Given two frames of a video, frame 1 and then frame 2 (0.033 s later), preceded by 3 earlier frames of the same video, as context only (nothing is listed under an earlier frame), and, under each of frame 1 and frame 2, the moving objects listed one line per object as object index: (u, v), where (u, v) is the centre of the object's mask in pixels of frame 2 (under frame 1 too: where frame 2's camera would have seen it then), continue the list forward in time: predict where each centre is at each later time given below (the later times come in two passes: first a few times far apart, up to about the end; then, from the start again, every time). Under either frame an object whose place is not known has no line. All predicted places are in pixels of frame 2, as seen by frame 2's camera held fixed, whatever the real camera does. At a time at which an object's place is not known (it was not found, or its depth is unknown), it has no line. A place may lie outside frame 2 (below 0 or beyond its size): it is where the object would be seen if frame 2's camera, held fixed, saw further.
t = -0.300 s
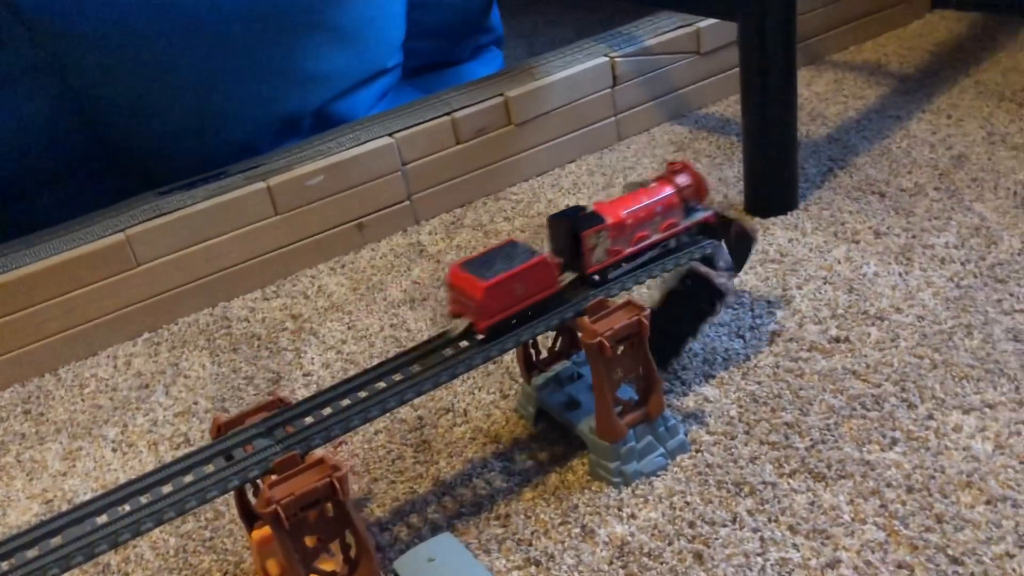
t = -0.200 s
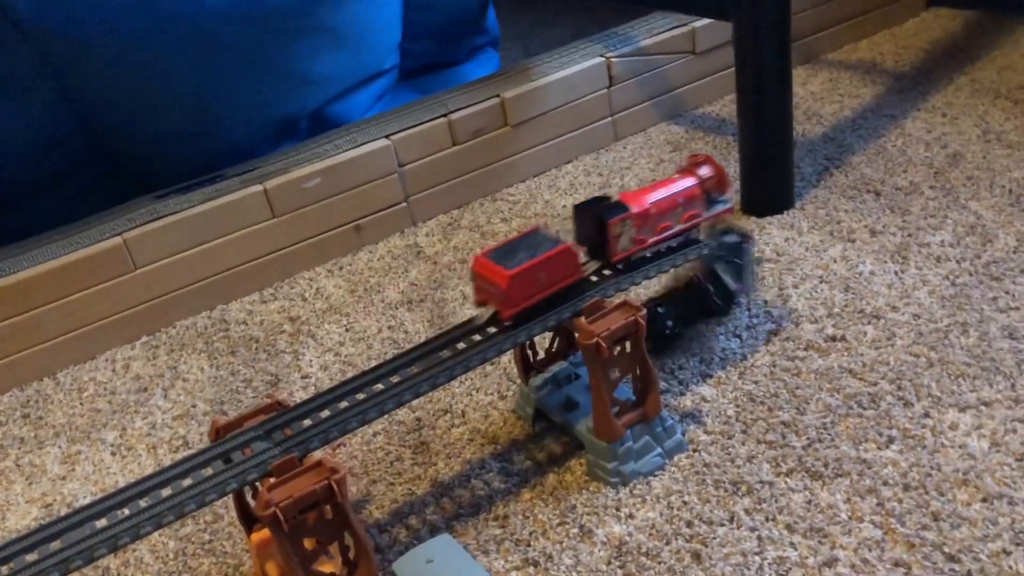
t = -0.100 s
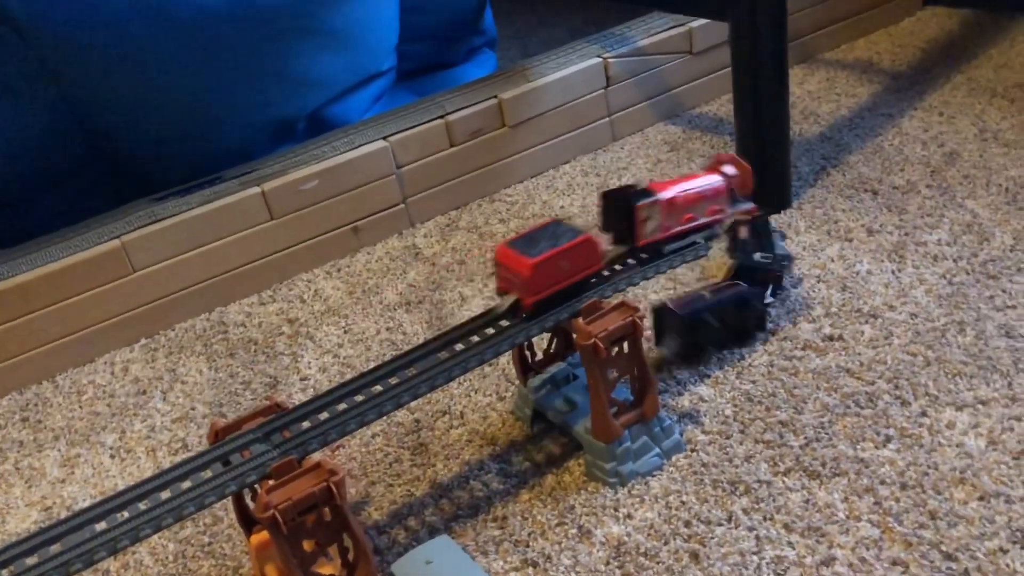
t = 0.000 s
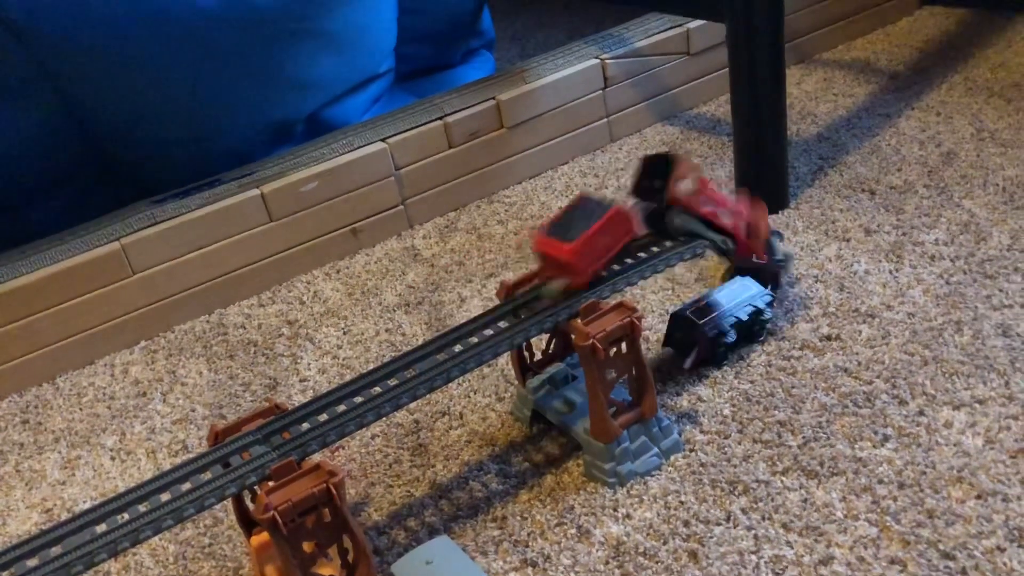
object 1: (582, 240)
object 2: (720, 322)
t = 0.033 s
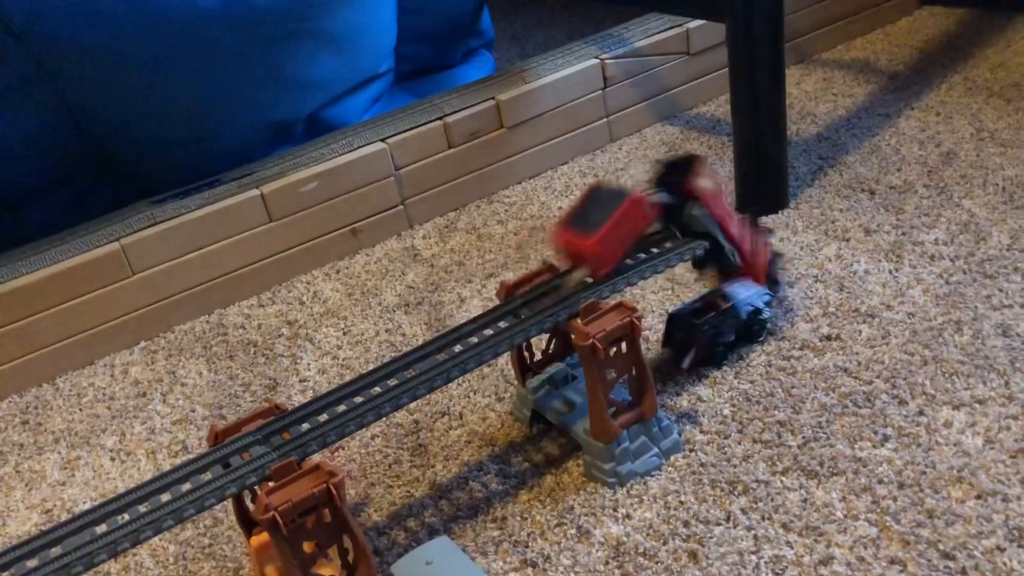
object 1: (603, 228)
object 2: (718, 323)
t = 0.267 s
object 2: (717, 323)
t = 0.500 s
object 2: (713, 323)
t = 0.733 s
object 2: (713, 323)
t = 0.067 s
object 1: (628, 216)
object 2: (707, 332)
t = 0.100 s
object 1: (650, 205)
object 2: (709, 328)
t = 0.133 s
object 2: (708, 329)
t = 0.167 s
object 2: (704, 330)
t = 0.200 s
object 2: (711, 326)
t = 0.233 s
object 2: (715, 325)
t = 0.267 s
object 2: (717, 323)
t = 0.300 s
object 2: (719, 322)
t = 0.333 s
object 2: (717, 323)
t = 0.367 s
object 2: (713, 325)
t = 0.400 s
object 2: (710, 323)
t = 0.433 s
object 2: (711, 323)
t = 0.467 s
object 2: (713, 322)
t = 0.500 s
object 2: (713, 323)
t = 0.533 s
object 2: (712, 323)
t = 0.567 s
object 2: (712, 323)
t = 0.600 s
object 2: (713, 323)
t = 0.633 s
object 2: (713, 323)
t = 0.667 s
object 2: (713, 323)
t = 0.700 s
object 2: (713, 323)
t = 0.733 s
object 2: (713, 323)
